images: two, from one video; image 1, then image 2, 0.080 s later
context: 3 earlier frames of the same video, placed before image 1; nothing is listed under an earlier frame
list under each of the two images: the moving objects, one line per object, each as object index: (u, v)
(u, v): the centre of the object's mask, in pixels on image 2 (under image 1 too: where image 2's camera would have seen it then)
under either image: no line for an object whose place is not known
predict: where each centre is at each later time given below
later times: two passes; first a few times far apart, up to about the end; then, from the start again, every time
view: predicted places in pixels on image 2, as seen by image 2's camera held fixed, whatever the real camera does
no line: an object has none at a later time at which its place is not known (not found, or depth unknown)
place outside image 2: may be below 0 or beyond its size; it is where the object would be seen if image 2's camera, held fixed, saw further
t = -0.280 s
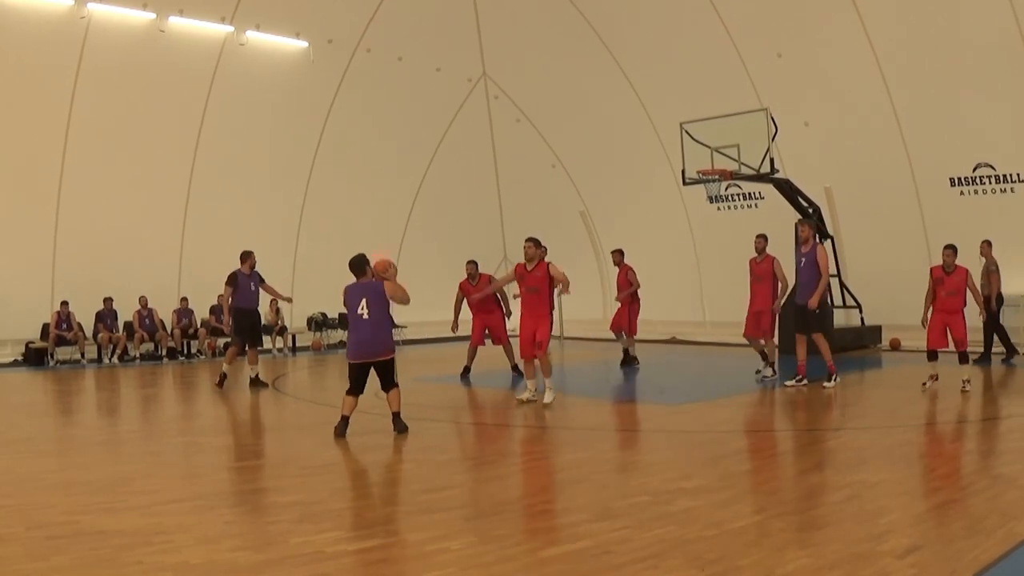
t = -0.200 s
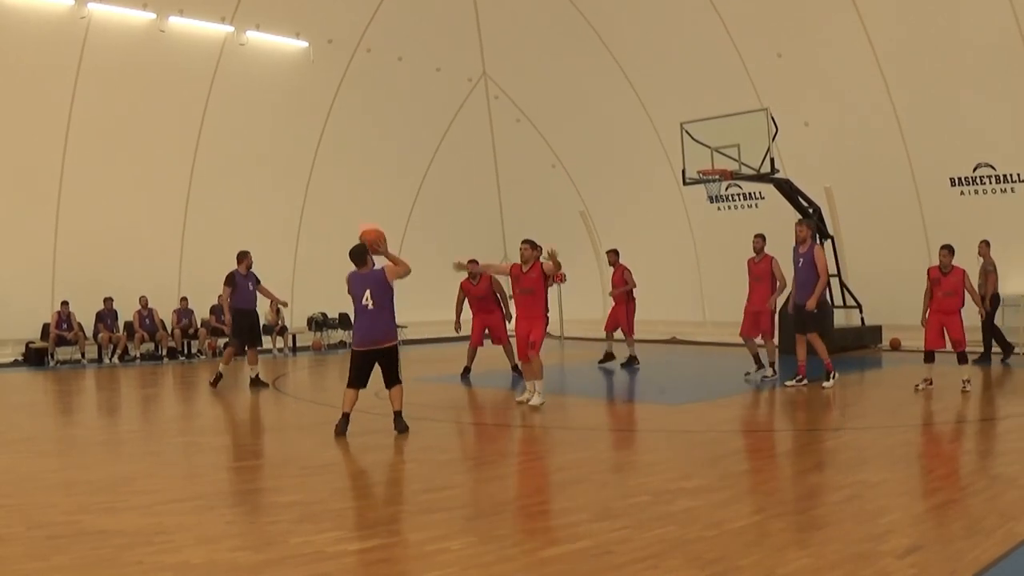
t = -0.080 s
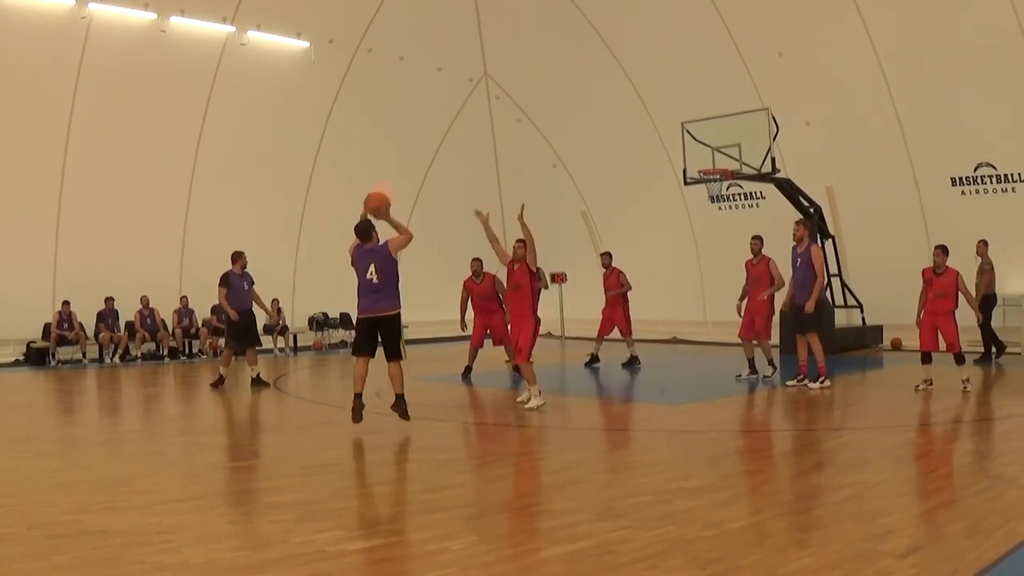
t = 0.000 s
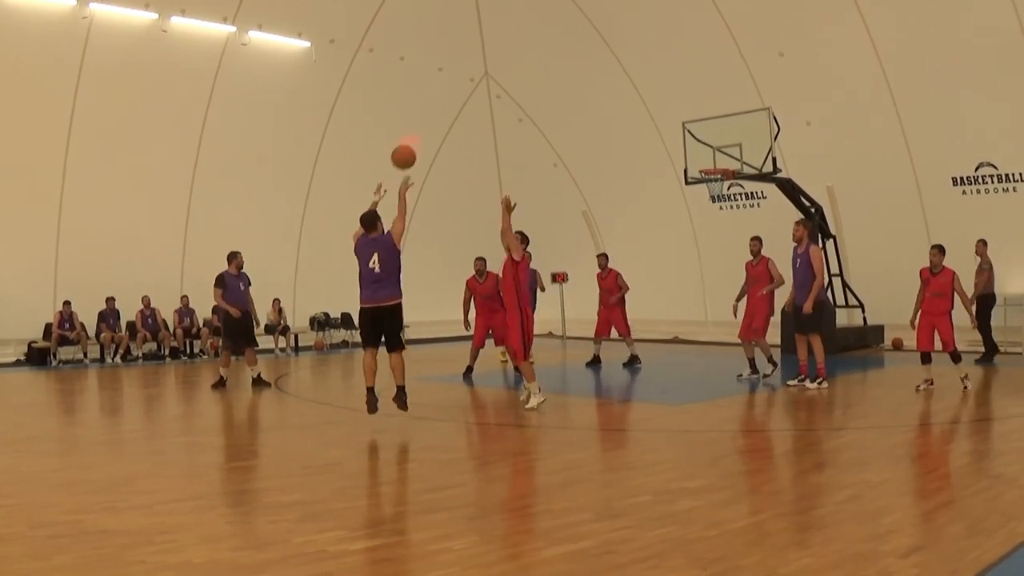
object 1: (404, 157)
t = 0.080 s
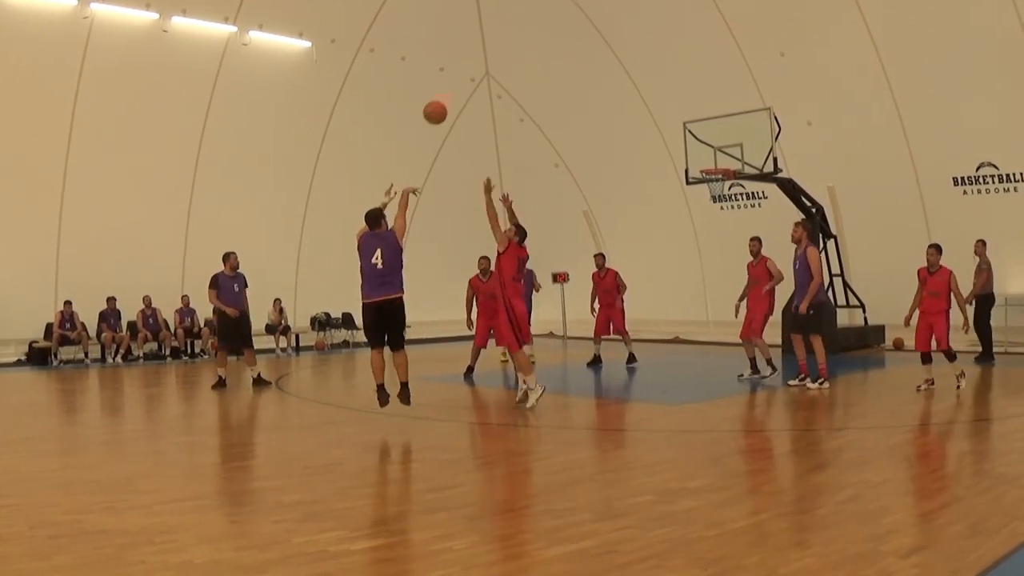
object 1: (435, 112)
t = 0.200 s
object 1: (477, 63)
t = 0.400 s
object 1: (537, 18)
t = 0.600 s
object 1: (589, 9)
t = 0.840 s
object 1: (642, 35)
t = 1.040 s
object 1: (681, 83)
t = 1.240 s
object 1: (715, 151)
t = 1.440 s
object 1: (742, 131)
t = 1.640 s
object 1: (769, 115)
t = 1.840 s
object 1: (799, 125)
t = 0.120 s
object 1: (449, 94)
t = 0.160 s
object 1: (463, 77)
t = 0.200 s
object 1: (477, 63)
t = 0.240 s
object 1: (490, 50)
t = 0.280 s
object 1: (502, 40)
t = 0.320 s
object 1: (515, 30)
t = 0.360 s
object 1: (526, 23)
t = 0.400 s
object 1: (537, 18)
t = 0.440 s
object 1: (549, 13)
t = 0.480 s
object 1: (559, 10)
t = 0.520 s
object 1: (570, 9)
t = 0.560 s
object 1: (579, 8)
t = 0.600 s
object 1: (589, 9)
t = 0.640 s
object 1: (599, 11)
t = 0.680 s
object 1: (608, 14)
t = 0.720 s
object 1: (617, 18)
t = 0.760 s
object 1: (625, 23)
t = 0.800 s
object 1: (634, 29)
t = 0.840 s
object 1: (642, 35)
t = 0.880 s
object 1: (650, 43)
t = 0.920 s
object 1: (658, 52)
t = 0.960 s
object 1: (666, 62)
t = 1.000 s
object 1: (673, 72)
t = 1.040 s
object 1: (681, 83)
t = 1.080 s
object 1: (688, 95)
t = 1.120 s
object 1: (695, 108)
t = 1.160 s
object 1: (702, 121)
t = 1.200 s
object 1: (708, 136)
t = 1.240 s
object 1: (715, 151)
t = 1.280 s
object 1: (721, 162)
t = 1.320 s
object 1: (726, 153)
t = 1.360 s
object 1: (731, 144)
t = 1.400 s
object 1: (737, 137)
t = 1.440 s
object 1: (742, 131)
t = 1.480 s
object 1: (747, 126)
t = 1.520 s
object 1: (752, 122)
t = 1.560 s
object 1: (758, 119)
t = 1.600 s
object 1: (763, 116)
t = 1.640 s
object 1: (769, 115)
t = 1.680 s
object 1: (775, 115)
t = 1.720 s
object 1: (781, 116)
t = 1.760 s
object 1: (787, 118)
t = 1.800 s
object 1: (792, 121)
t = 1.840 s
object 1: (799, 125)
